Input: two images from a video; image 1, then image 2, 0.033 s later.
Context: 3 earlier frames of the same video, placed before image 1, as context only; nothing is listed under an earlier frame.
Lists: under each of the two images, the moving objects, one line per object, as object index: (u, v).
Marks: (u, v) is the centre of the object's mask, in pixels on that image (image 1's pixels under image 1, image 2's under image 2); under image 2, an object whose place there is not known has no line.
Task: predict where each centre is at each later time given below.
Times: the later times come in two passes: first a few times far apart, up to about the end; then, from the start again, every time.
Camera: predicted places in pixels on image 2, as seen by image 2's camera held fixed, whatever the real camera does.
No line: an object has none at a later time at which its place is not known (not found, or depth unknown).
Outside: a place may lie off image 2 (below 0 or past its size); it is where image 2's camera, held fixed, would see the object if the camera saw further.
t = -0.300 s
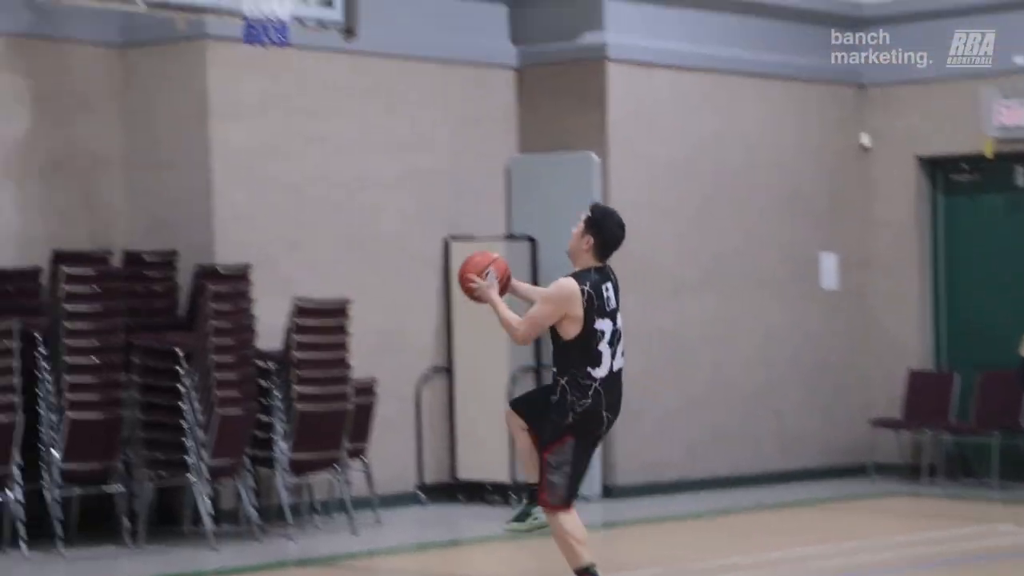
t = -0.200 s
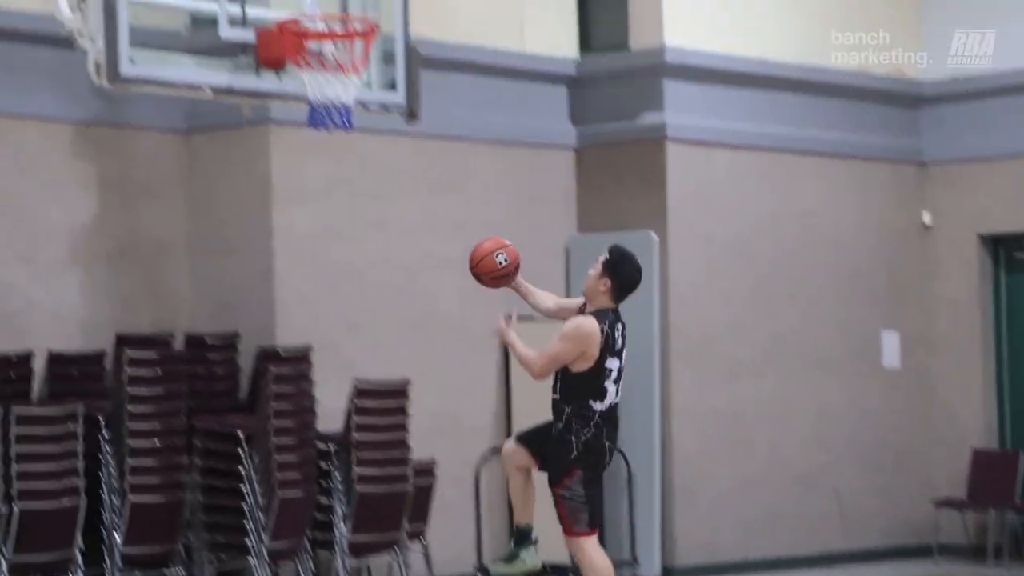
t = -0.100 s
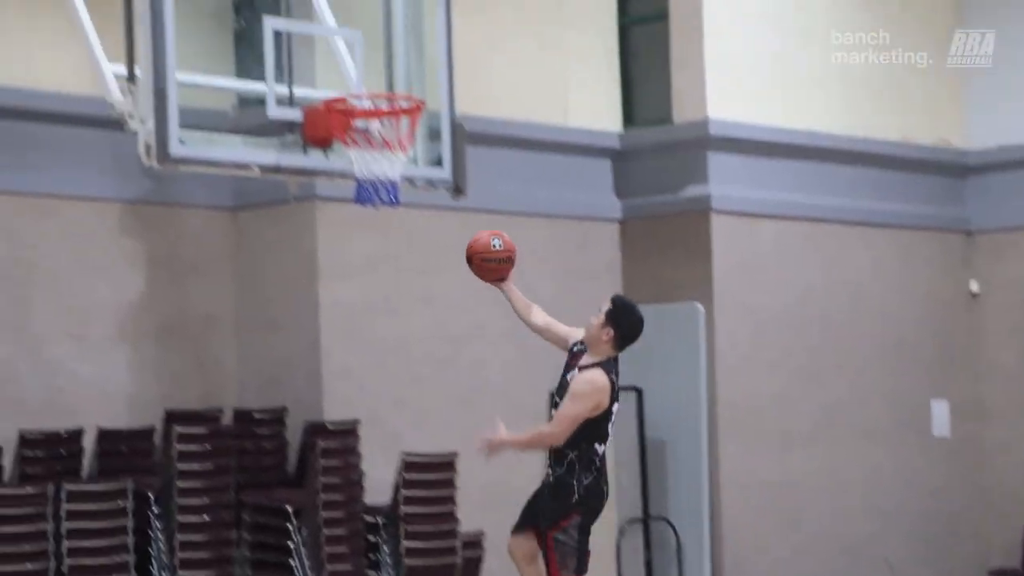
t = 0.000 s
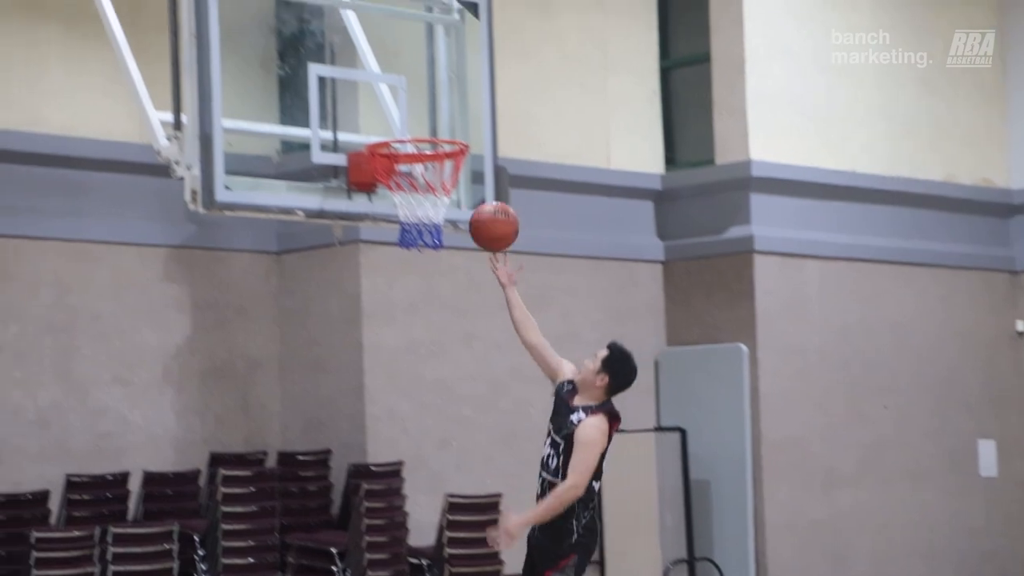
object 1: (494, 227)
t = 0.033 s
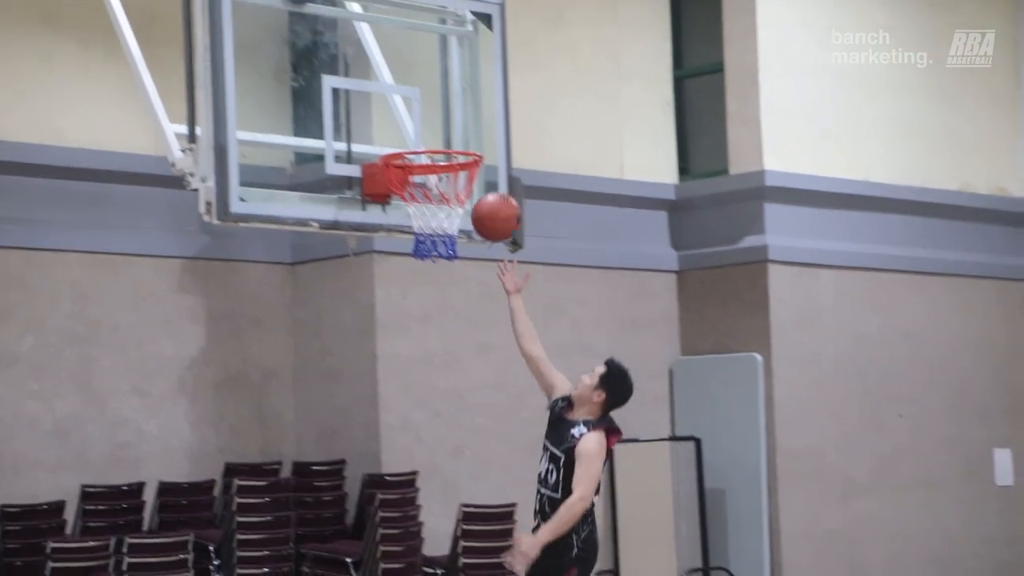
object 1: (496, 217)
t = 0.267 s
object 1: (446, 133)
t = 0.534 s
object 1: (449, 159)
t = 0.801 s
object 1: (436, 250)
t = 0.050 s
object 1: (490, 207)
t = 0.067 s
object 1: (487, 199)
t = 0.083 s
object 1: (480, 190)
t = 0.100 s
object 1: (474, 185)
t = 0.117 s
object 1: (469, 180)
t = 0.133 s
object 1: (463, 169)
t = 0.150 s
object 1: (454, 162)
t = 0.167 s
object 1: (451, 155)
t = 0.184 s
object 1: (445, 146)
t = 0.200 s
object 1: (445, 143)
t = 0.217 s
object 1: (445, 140)
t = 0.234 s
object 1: (446, 138)
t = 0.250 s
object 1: (446, 135)
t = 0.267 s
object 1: (446, 133)
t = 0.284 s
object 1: (447, 128)
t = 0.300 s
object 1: (447, 127)
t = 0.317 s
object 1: (447, 127)
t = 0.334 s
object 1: (448, 127)
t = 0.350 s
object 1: (449, 127)
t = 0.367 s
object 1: (449, 127)
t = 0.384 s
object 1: (450, 128)
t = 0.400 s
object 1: (451, 129)
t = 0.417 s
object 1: (451, 134)
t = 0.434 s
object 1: (452, 132)
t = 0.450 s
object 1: (453, 141)
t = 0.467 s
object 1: (452, 144)
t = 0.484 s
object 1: (451, 146)
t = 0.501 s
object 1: (451, 149)
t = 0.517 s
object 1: (450, 154)
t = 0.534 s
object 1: (449, 159)
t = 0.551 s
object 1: (449, 165)
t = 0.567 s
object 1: (448, 173)
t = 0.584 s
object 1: (449, 178)
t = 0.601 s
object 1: (449, 183)
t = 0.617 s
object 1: (448, 189)
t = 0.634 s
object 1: (447, 198)
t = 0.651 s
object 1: (447, 204)
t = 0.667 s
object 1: (445, 208)
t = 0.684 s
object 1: (445, 212)
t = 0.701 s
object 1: (444, 216)
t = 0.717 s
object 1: (445, 233)
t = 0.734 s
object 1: (443, 234)
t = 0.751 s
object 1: (440, 236)
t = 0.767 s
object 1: (439, 240)
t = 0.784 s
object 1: (437, 245)
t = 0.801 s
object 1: (436, 250)
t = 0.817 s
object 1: (435, 257)
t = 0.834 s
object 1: (434, 265)
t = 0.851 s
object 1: (432, 274)
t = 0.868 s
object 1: (431, 284)
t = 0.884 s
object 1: (430, 294)
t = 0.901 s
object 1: (429, 304)
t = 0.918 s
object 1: (428, 316)
